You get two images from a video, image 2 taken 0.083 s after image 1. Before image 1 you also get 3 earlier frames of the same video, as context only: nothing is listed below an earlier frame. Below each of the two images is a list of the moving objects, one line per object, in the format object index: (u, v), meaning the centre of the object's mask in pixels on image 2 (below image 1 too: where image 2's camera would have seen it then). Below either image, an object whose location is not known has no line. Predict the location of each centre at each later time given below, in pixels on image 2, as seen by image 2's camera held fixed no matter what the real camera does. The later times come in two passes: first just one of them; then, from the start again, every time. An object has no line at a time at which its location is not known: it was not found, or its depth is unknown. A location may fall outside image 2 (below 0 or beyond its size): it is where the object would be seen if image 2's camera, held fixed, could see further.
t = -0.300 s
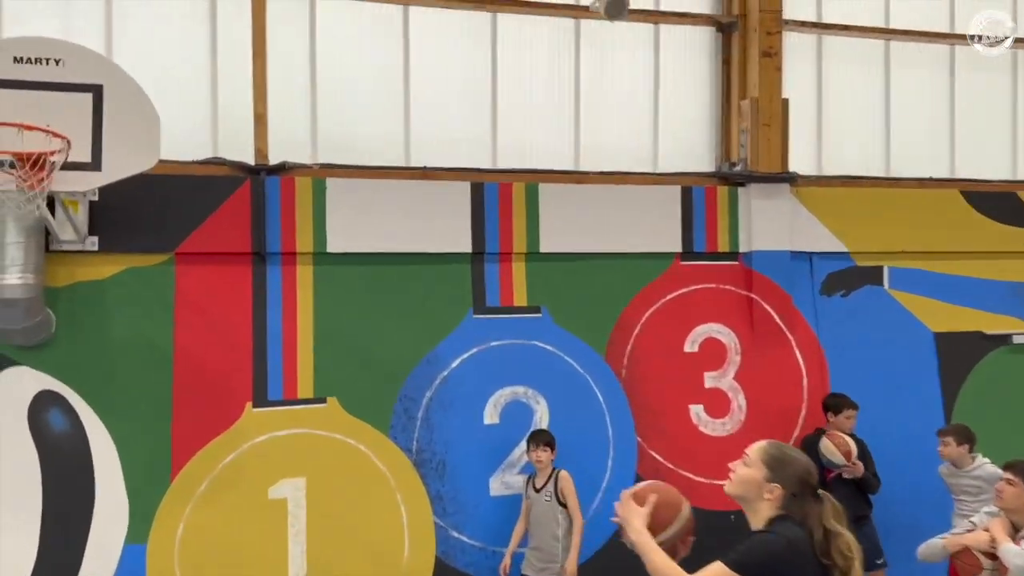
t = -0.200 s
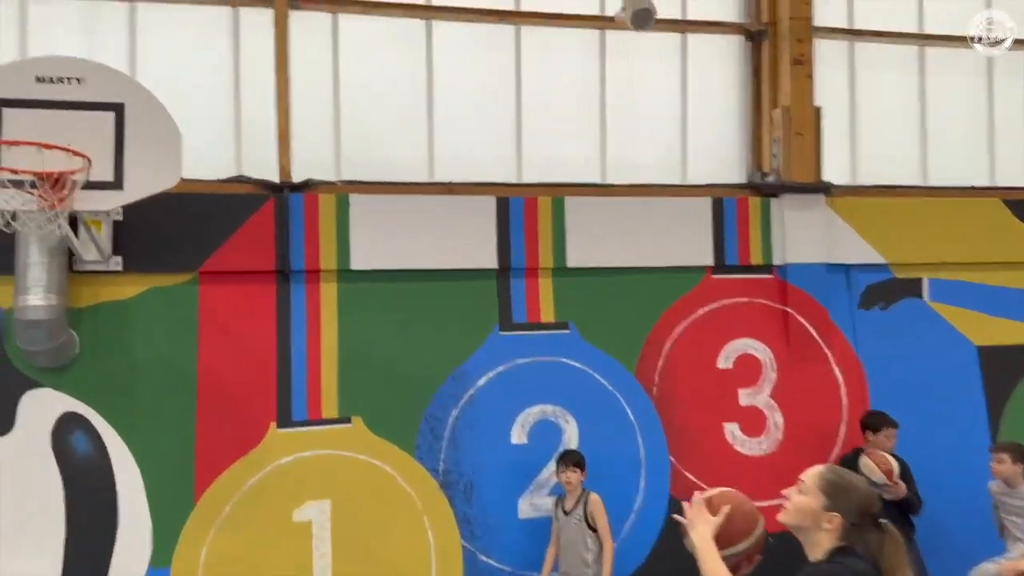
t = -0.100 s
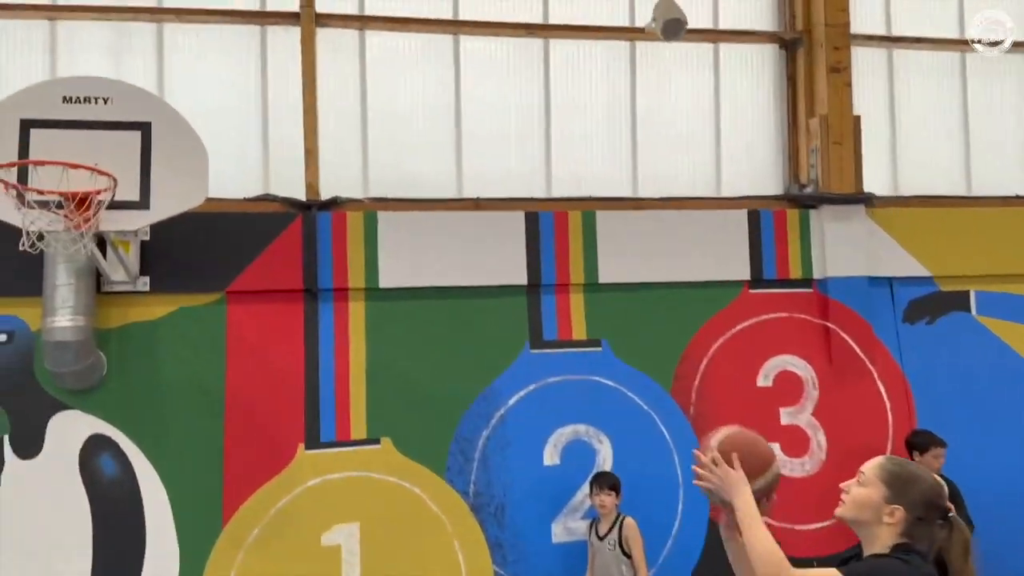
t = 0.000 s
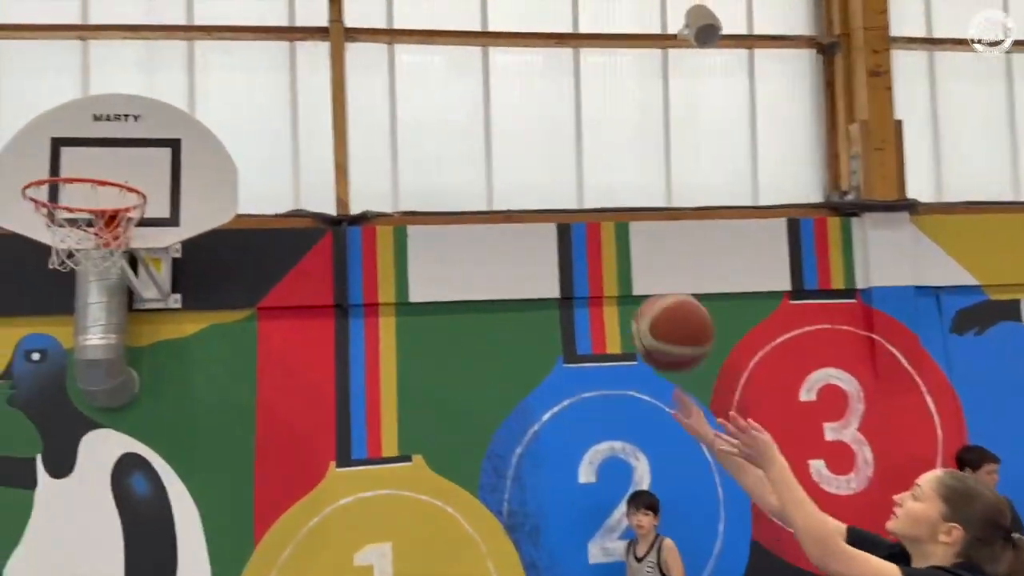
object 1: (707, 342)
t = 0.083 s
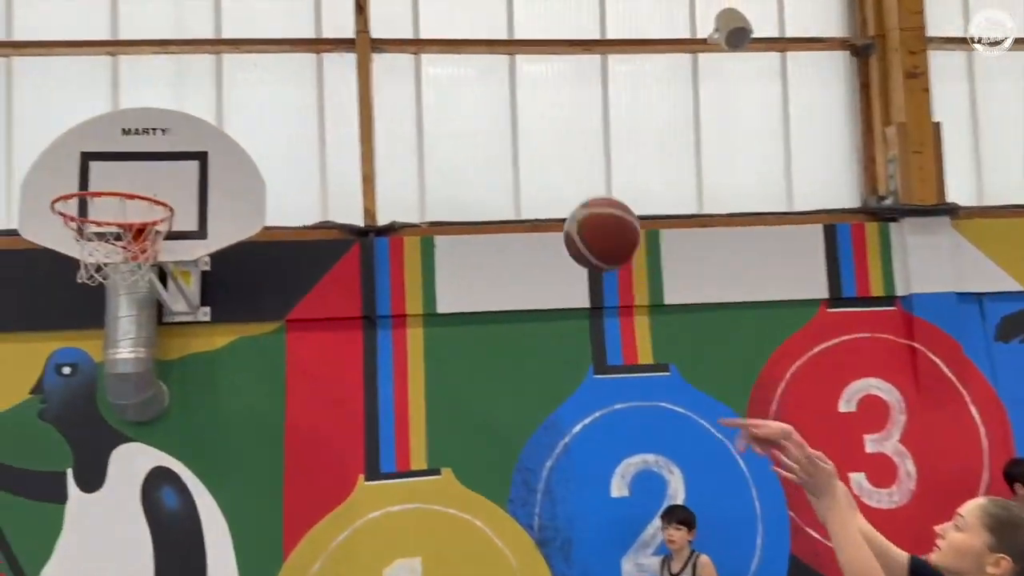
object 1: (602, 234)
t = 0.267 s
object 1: (421, 107)
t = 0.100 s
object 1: (583, 216)
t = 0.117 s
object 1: (565, 200)
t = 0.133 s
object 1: (547, 185)
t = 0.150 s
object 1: (530, 172)
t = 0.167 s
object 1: (513, 160)
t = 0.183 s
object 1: (497, 149)
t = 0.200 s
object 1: (481, 138)
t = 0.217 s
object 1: (465, 129)
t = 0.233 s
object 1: (450, 121)
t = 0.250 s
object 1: (435, 113)
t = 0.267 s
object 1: (421, 107)
